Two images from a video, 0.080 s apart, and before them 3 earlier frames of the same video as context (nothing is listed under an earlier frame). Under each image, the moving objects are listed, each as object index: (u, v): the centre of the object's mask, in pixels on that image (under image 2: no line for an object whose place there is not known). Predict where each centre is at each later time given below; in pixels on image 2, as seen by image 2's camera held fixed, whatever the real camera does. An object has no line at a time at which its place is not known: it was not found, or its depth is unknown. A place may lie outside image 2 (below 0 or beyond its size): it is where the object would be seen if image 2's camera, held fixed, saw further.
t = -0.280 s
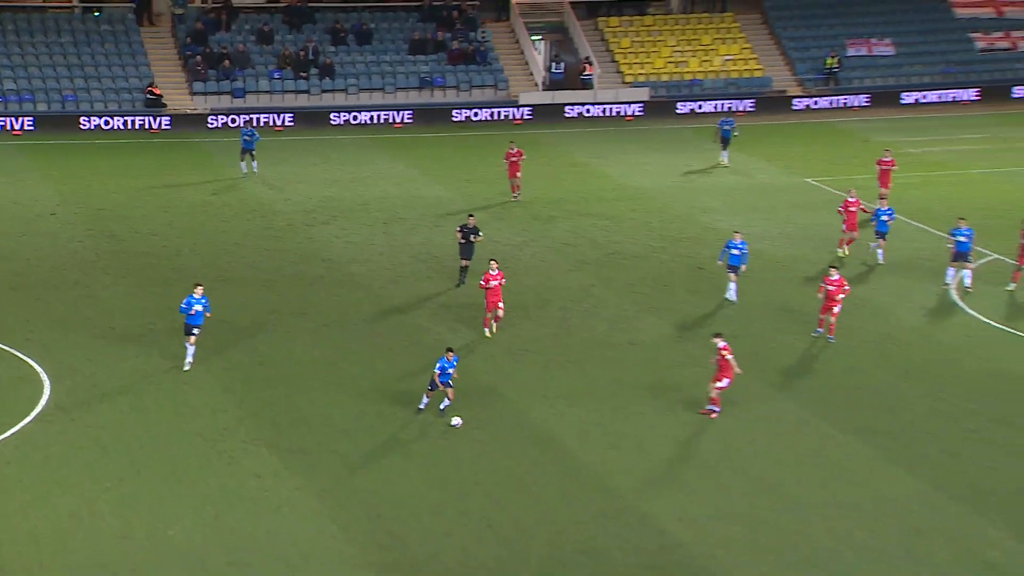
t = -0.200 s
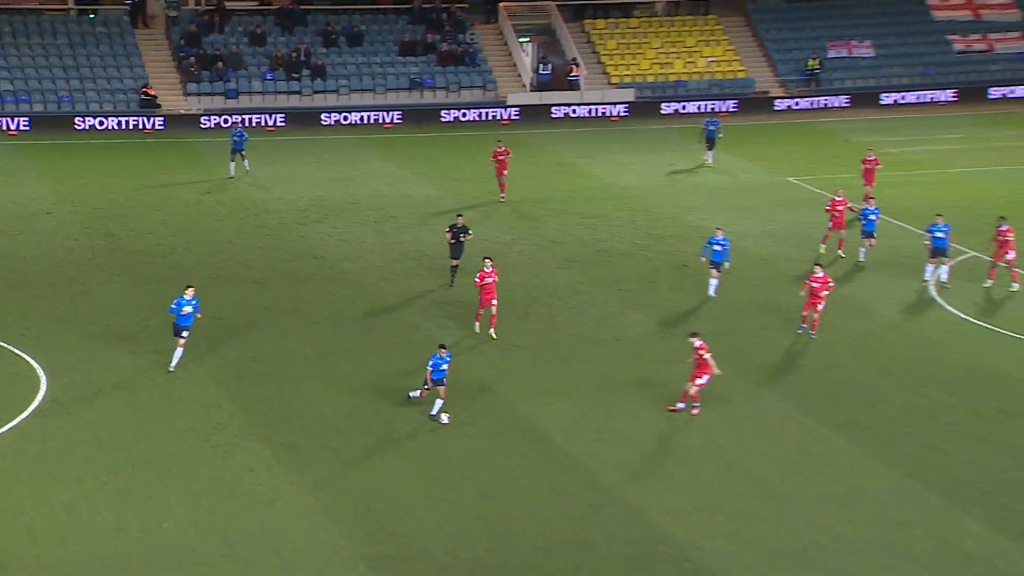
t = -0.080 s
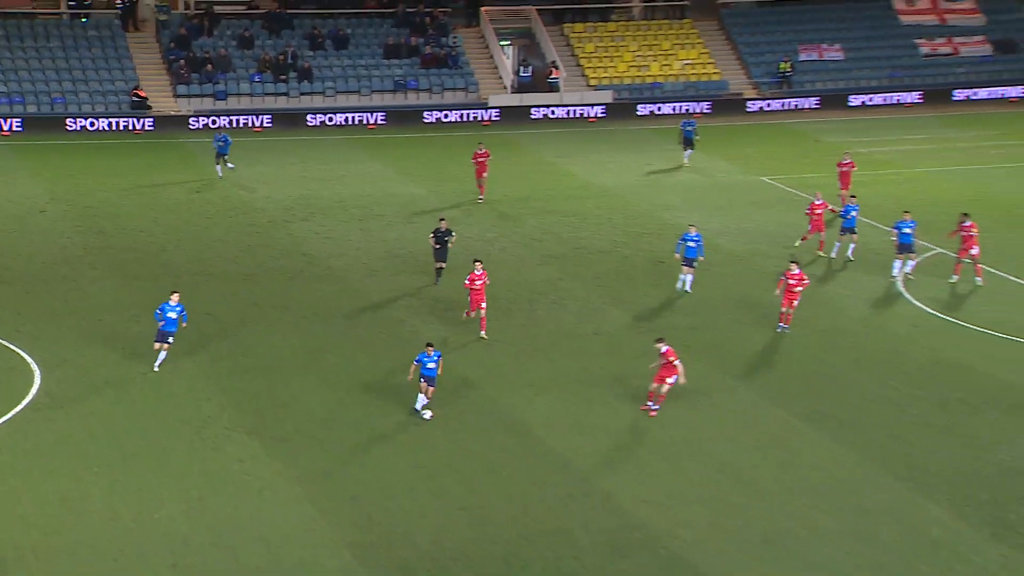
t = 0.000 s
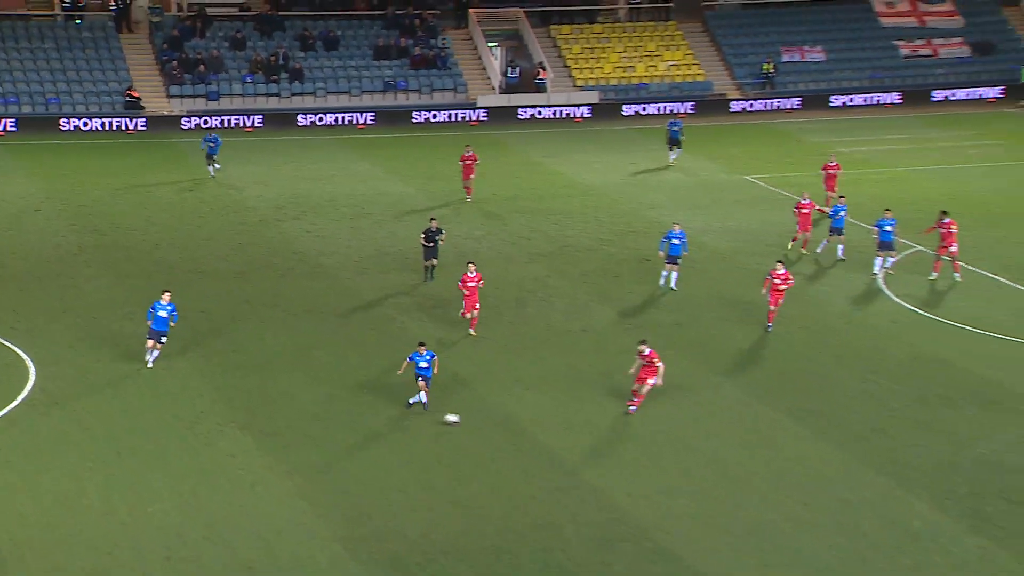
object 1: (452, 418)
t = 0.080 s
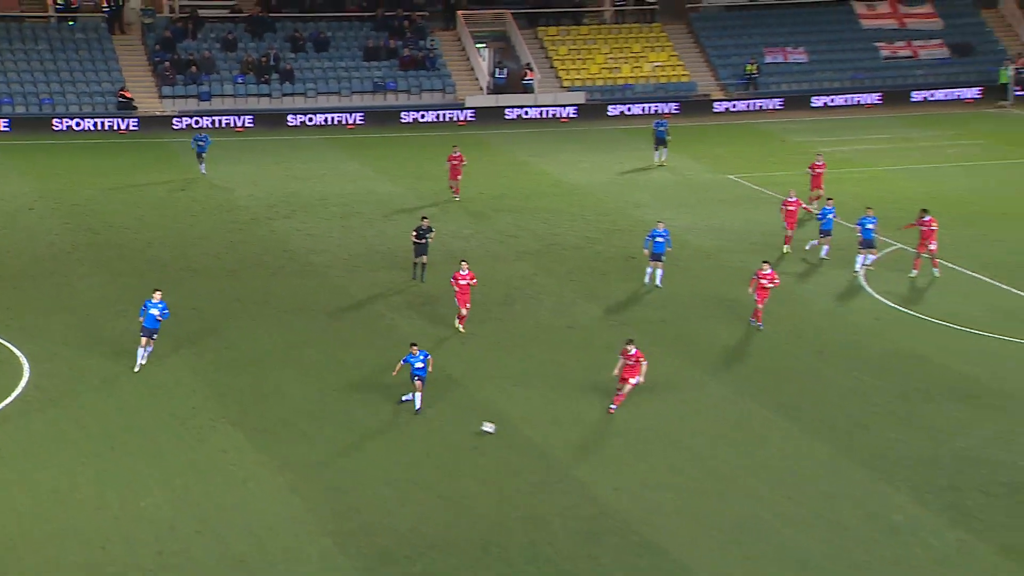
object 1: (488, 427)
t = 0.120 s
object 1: (514, 435)
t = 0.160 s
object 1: (538, 444)
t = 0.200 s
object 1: (565, 455)
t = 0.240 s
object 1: (590, 463)
